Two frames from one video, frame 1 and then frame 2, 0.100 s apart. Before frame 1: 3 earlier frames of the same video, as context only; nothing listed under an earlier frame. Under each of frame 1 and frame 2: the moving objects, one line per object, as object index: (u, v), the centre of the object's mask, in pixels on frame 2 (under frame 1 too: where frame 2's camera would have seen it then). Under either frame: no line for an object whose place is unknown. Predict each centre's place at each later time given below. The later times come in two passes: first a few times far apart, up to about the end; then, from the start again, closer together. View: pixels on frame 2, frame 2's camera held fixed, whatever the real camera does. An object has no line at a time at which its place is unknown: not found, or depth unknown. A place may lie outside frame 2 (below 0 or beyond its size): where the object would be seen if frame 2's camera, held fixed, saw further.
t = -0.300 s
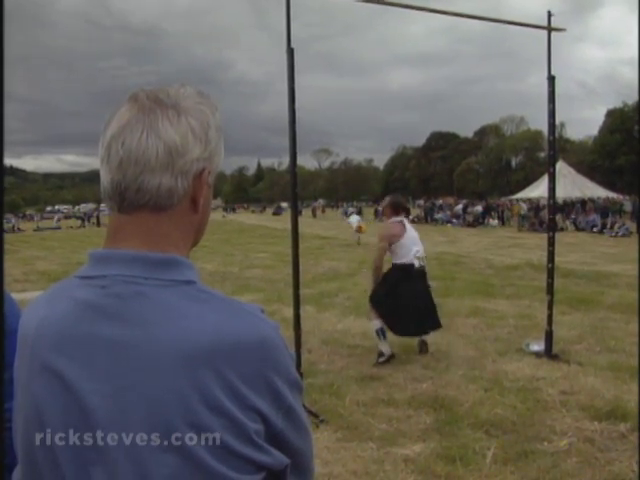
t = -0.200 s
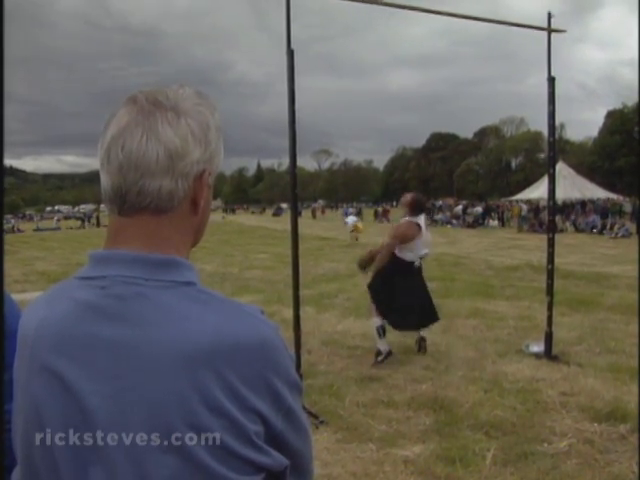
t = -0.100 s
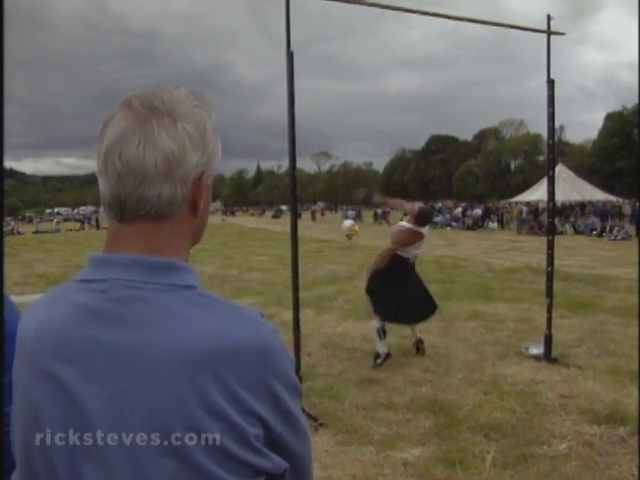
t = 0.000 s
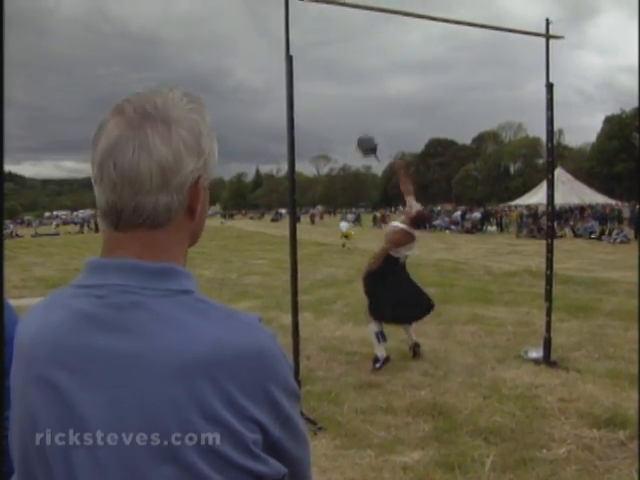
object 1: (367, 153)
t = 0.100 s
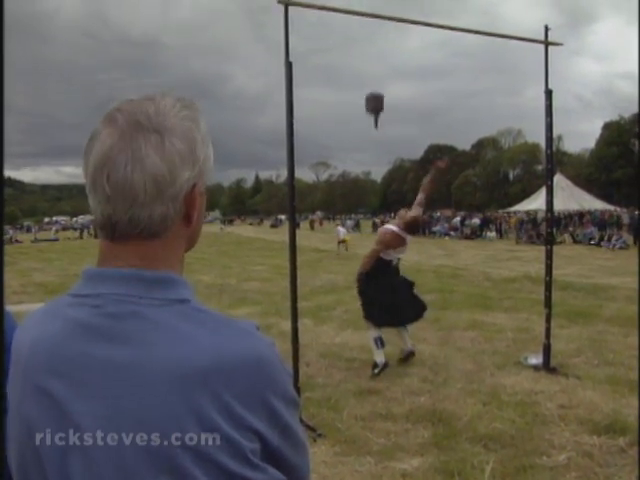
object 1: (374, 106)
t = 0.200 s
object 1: (381, 67)
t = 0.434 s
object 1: (401, 5)
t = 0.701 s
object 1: (434, 0)
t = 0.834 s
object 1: (449, 33)
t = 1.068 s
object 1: (475, 125)
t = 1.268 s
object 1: (496, 264)
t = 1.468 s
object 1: (518, 390)
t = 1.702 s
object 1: (527, 395)
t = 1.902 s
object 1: (527, 397)
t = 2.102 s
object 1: (524, 396)
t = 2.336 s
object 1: (520, 400)
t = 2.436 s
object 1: (519, 400)
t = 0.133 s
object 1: (377, 92)
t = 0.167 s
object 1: (379, 79)
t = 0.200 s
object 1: (381, 67)
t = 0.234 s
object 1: (384, 55)
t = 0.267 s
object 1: (387, 45)
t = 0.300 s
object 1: (389, 35)
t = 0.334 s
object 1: (392, 26)
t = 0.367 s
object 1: (396, 18)
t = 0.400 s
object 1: (398, 10)
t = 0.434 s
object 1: (401, 5)
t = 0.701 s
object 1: (434, 0)
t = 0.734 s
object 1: (438, 6)
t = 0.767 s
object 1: (442, 14)
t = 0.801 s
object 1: (446, 24)
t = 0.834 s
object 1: (449, 33)
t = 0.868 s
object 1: (454, 42)
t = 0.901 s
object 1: (457, 52)
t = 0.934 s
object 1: (461, 63)
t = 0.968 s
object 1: (465, 76)
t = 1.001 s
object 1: (468, 91)
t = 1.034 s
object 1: (472, 106)
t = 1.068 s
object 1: (475, 125)
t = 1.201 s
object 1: (485, 220)
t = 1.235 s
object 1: (491, 242)
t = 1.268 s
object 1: (496, 264)
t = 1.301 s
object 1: (500, 293)
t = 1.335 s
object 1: (503, 321)
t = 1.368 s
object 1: (506, 353)
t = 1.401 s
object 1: (510, 383)
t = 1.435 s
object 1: (514, 393)
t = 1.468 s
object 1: (518, 390)
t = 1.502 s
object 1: (519, 389)
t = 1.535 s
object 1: (521, 389)
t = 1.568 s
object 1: (524, 390)
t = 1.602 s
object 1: (525, 391)
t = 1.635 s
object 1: (524, 390)
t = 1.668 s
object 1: (525, 391)
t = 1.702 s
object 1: (527, 395)
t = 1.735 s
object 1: (528, 396)
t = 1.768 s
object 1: (528, 396)
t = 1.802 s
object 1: (528, 396)
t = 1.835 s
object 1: (528, 397)
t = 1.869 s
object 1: (528, 397)
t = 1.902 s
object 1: (527, 397)
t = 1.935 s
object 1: (527, 397)
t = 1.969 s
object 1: (526, 397)
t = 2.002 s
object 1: (525, 396)
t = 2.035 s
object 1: (525, 397)
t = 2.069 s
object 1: (525, 396)
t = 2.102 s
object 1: (524, 396)
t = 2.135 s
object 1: (524, 396)
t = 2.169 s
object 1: (523, 397)
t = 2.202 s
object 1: (523, 397)
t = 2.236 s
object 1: (522, 398)
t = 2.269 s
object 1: (521, 399)
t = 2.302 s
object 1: (520, 400)
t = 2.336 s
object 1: (520, 400)
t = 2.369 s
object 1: (520, 401)
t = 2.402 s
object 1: (520, 401)
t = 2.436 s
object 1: (519, 400)
